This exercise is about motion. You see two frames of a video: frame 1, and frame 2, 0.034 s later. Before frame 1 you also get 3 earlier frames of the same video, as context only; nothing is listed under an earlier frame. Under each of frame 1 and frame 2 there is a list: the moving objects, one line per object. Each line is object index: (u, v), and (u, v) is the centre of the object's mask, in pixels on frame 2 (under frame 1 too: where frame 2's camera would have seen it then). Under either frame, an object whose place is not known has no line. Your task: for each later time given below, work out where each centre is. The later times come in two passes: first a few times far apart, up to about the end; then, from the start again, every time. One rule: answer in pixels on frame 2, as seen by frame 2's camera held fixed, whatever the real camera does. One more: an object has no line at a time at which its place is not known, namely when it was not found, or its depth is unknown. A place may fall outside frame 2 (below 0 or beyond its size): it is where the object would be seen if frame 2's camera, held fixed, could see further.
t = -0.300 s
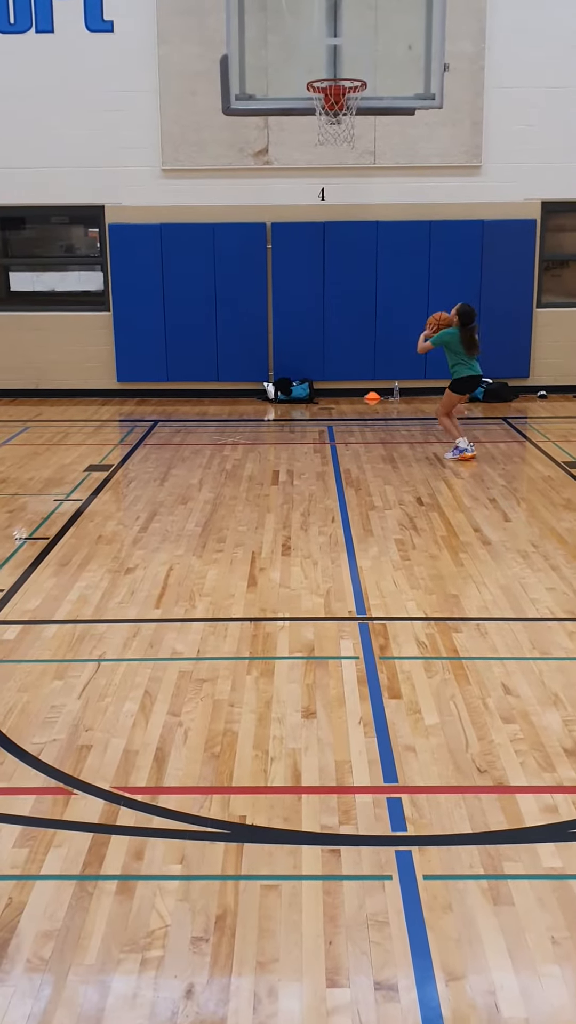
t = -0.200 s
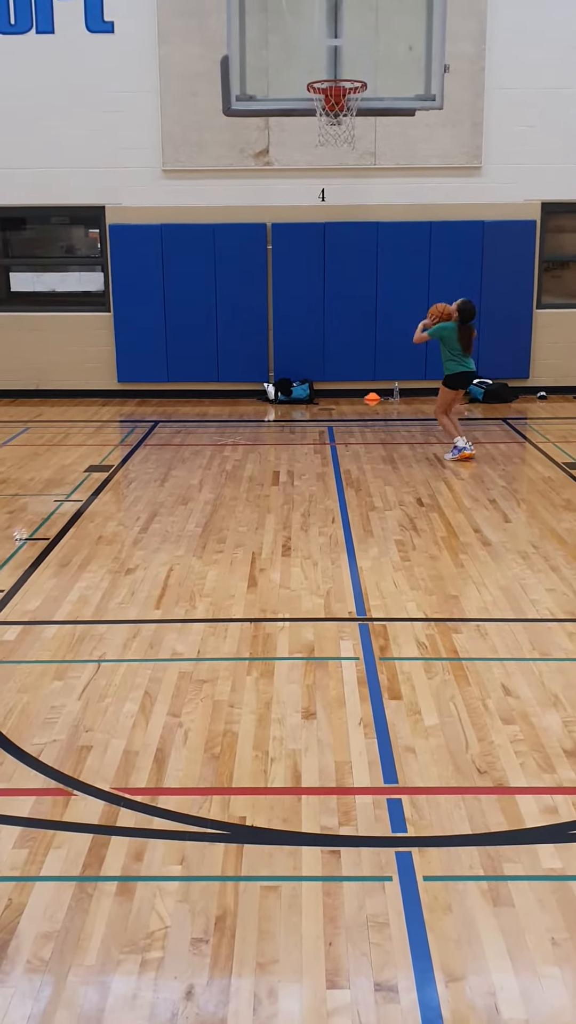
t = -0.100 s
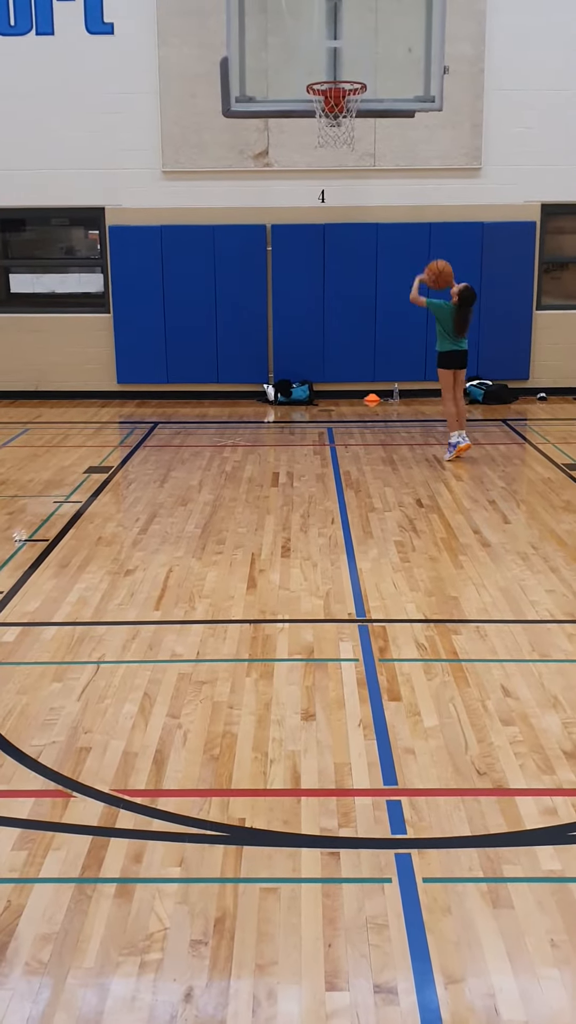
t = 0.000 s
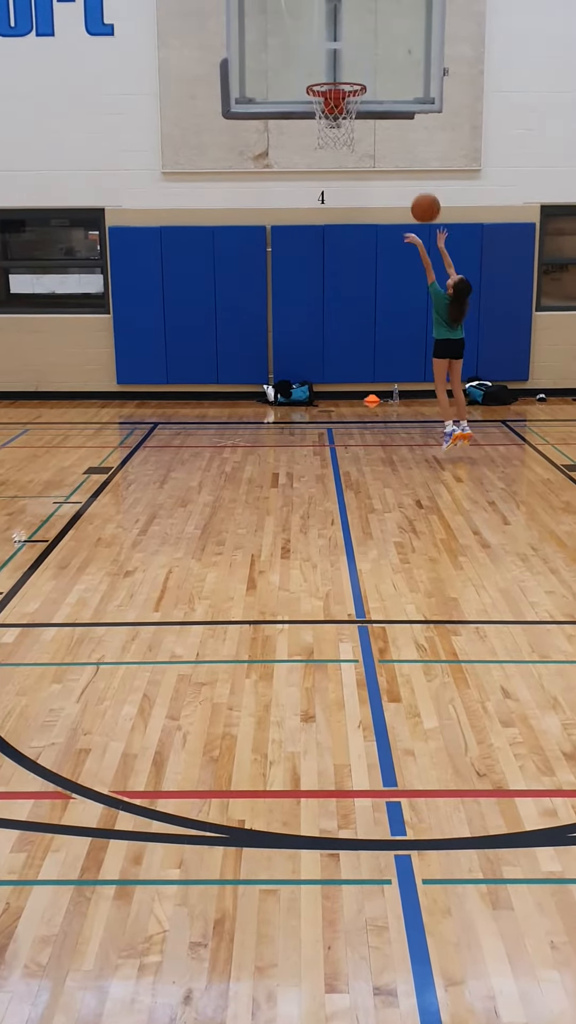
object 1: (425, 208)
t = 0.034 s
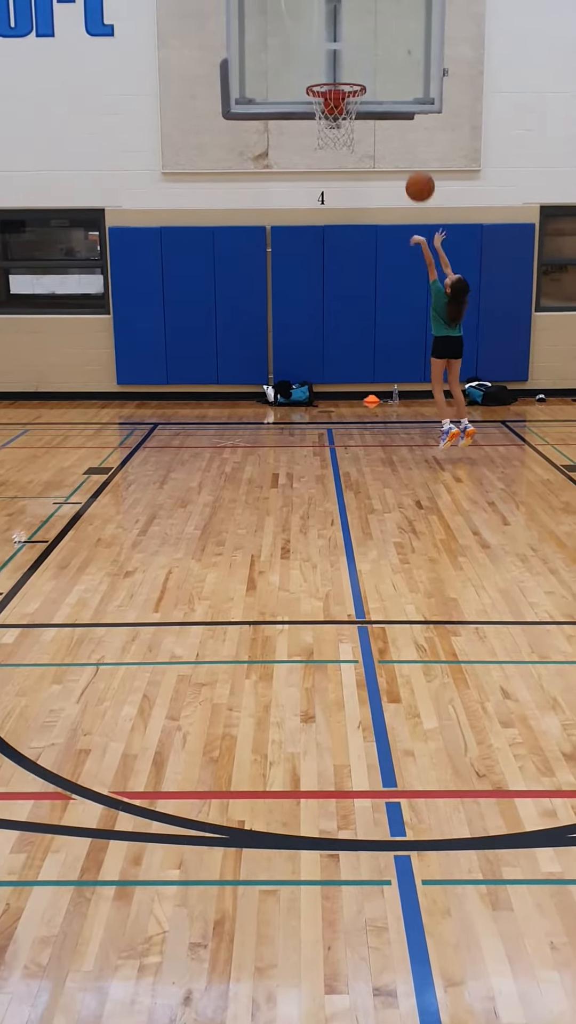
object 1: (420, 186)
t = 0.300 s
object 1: (379, 64)
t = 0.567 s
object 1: (346, 30)
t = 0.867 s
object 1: (333, 93)
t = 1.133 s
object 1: (326, 226)
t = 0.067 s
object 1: (415, 167)
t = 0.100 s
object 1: (409, 148)
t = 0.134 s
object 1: (404, 130)
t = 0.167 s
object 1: (400, 115)
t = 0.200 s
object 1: (394, 100)
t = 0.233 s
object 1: (389, 86)
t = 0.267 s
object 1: (384, 75)
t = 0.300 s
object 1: (379, 64)
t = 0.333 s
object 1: (374, 55)
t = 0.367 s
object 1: (369, 48)
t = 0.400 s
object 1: (363, 42)
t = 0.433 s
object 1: (358, 37)
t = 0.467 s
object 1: (353, 34)
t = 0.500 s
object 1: (349, 32)
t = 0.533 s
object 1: (348, 30)
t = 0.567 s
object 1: (346, 30)
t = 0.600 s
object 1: (345, 31)
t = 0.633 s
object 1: (343, 34)
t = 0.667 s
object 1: (341, 38)
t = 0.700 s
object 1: (340, 44)
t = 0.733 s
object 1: (339, 51)
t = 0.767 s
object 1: (337, 59)
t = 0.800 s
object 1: (335, 68)
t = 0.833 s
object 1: (334, 76)
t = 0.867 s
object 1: (333, 93)
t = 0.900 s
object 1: (331, 106)
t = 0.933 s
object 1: (329, 122)
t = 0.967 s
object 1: (329, 138)
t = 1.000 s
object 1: (329, 153)
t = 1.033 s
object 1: (328, 168)
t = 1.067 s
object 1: (327, 186)
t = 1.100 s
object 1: (327, 205)
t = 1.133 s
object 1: (326, 226)
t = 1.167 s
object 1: (325, 246)
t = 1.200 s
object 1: (325, 269)
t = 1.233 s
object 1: (325, 292)
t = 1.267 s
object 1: (324, 316)
